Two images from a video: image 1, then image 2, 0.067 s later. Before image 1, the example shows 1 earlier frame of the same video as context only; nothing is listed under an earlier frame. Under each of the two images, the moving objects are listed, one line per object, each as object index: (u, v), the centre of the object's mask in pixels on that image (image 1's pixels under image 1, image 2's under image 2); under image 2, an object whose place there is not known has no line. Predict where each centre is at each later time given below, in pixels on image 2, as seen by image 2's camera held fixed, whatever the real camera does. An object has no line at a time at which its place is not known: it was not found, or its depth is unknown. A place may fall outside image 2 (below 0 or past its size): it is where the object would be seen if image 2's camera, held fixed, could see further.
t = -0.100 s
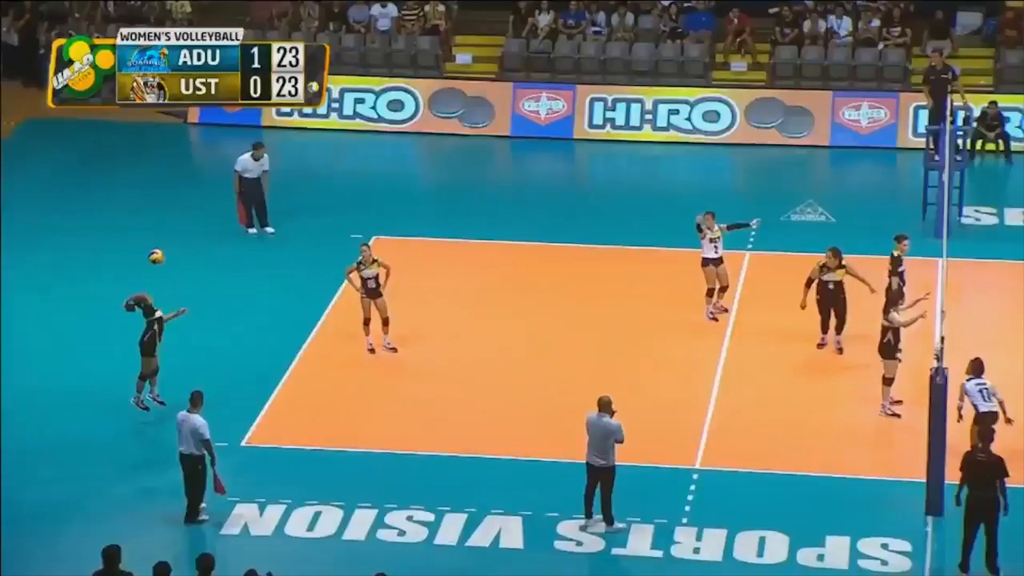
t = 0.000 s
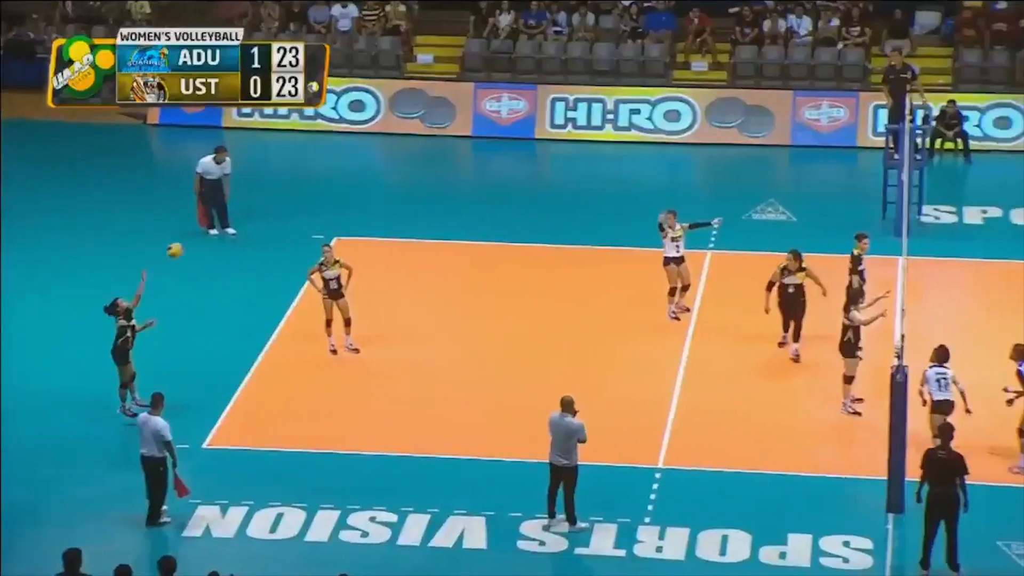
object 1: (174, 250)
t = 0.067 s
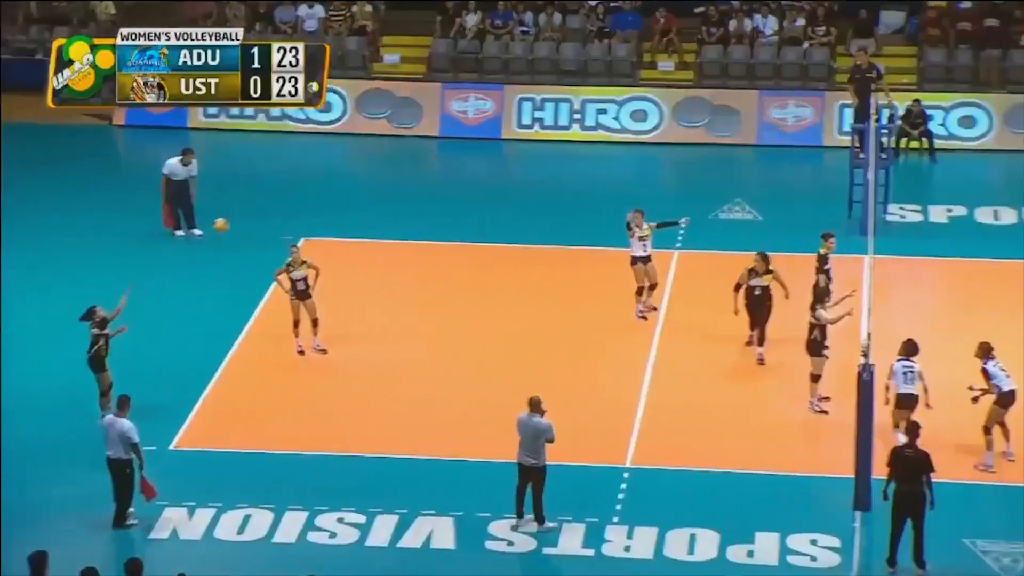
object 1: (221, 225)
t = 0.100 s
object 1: (257, 212)
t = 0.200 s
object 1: (367, 180)
